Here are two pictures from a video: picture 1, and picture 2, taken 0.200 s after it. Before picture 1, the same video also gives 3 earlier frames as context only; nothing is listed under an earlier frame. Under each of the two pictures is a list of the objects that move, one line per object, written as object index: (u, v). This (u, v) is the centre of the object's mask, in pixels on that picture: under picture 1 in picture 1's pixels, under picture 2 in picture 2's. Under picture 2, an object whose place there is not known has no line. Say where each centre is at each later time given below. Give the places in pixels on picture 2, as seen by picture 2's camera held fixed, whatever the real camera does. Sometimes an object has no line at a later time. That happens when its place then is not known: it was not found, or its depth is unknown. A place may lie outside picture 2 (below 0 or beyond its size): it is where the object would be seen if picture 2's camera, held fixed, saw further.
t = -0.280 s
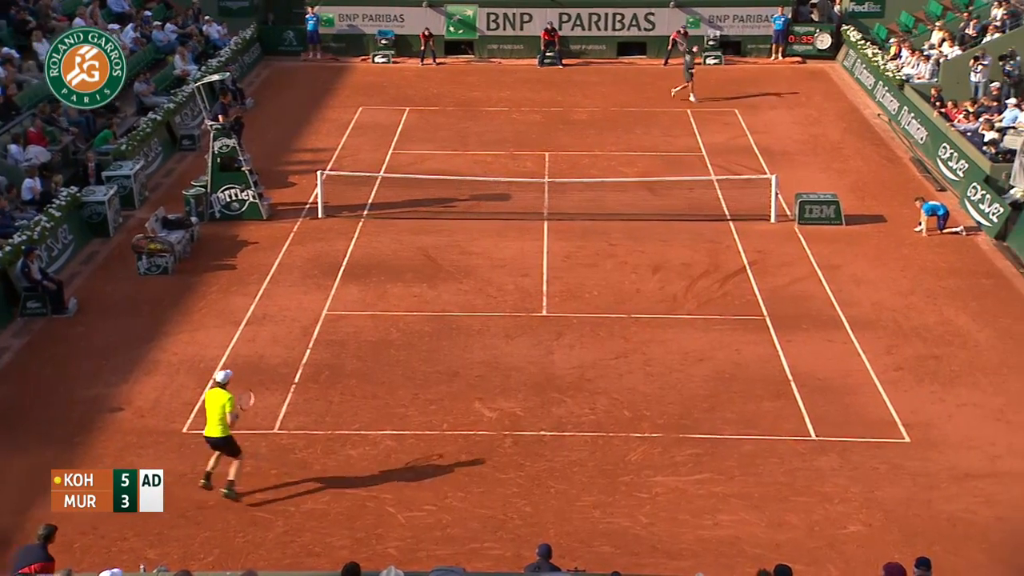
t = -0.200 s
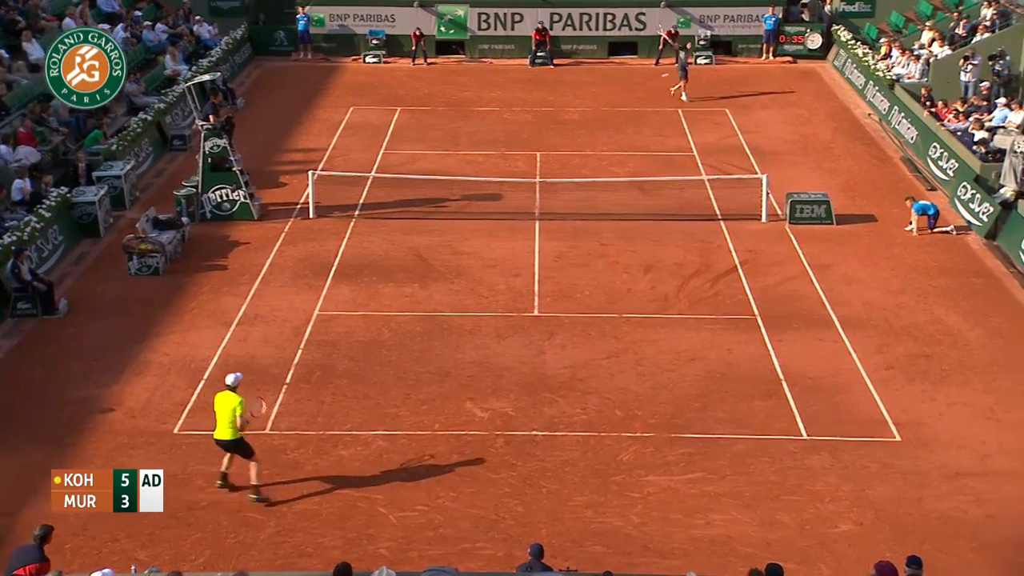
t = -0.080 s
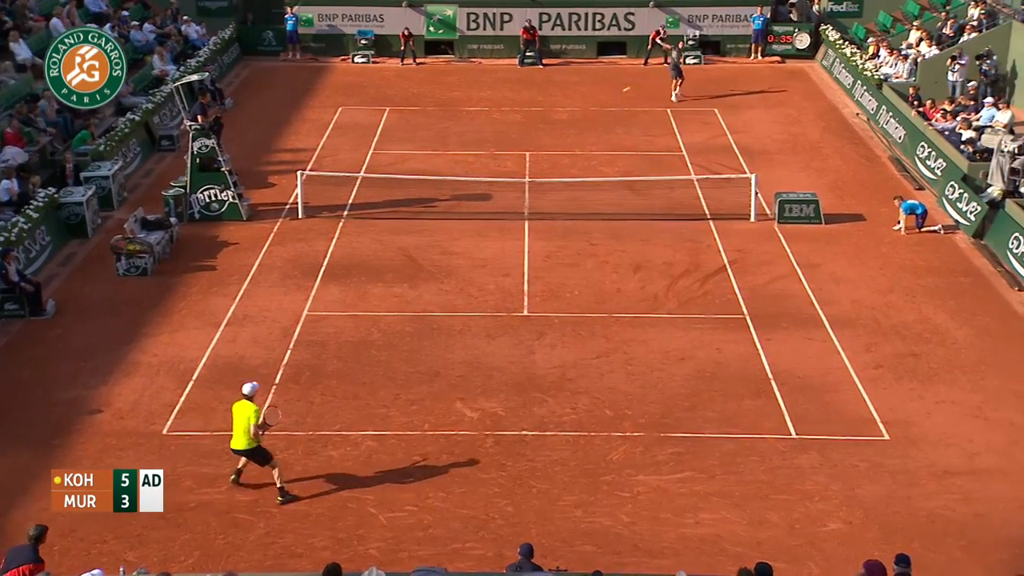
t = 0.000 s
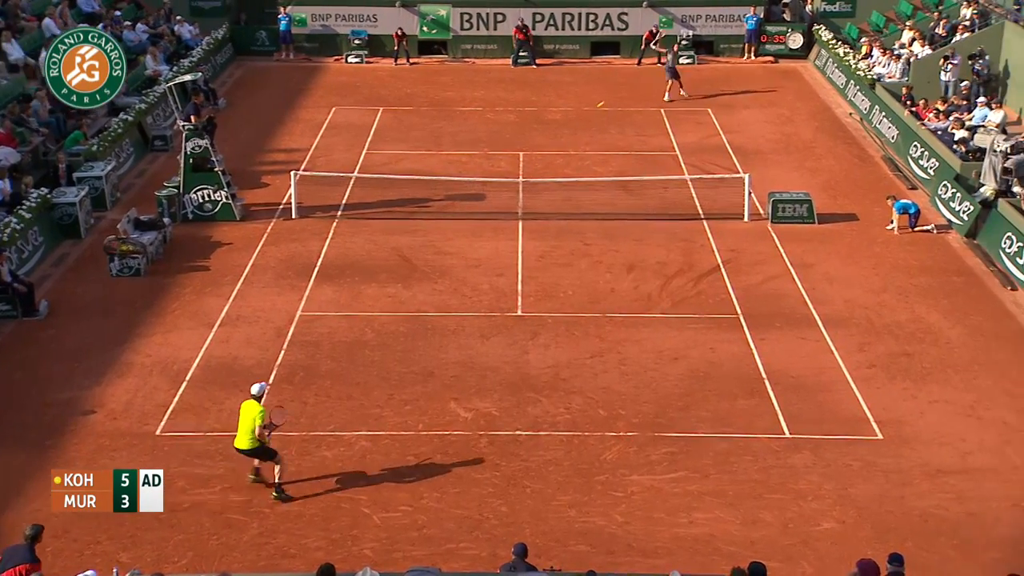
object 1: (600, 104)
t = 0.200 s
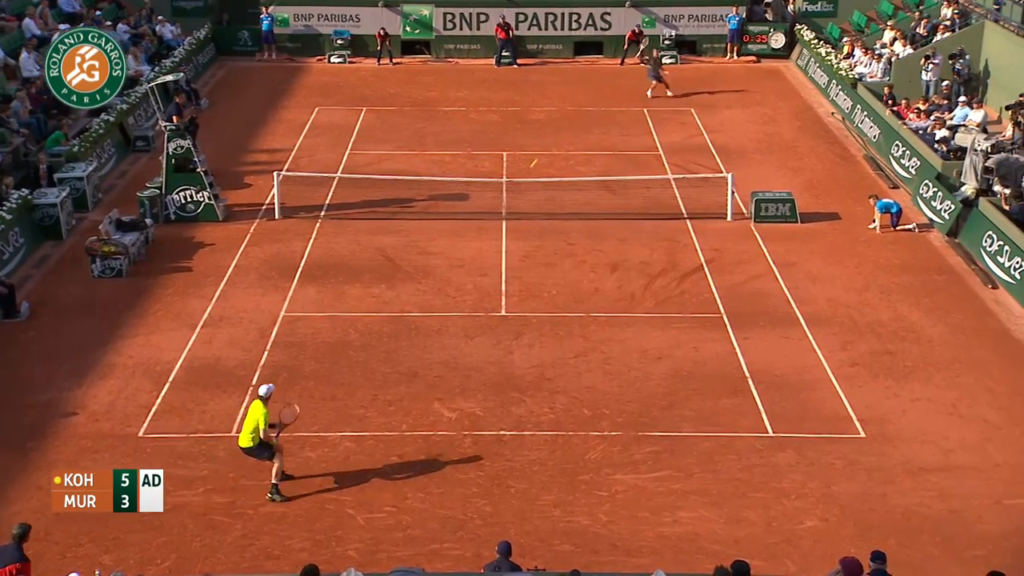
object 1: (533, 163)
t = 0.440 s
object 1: (468, 279)
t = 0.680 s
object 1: (402, 363)
